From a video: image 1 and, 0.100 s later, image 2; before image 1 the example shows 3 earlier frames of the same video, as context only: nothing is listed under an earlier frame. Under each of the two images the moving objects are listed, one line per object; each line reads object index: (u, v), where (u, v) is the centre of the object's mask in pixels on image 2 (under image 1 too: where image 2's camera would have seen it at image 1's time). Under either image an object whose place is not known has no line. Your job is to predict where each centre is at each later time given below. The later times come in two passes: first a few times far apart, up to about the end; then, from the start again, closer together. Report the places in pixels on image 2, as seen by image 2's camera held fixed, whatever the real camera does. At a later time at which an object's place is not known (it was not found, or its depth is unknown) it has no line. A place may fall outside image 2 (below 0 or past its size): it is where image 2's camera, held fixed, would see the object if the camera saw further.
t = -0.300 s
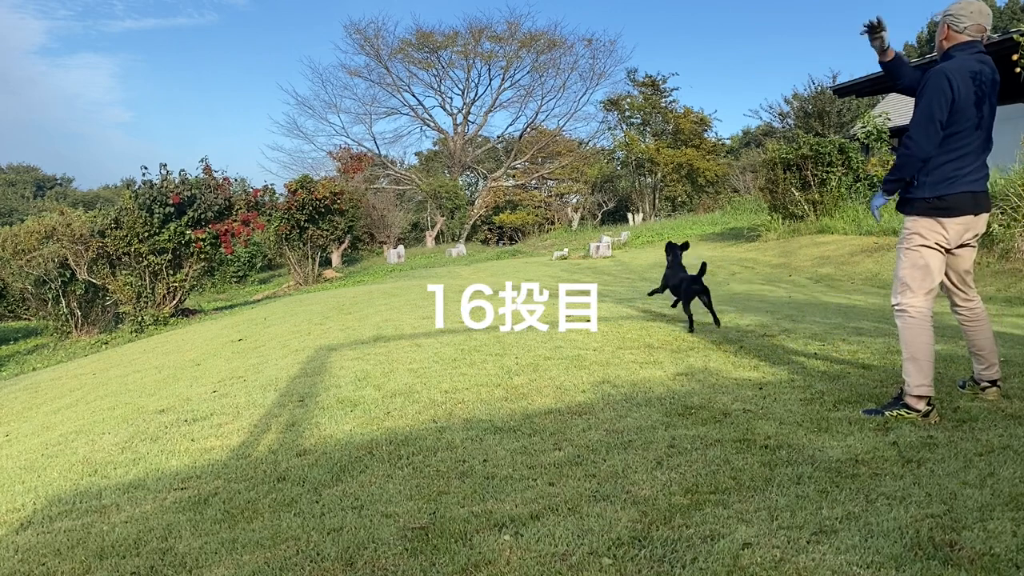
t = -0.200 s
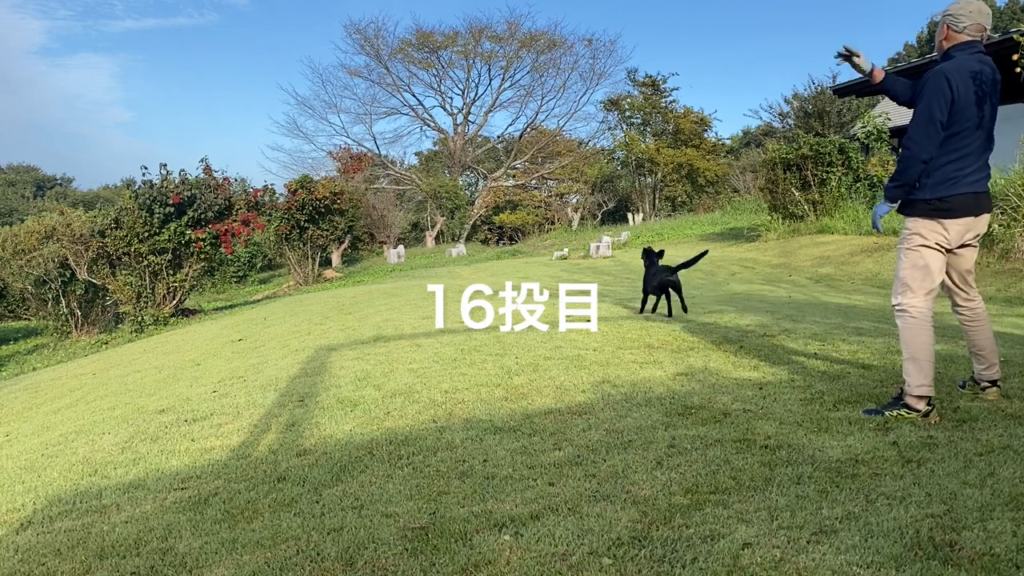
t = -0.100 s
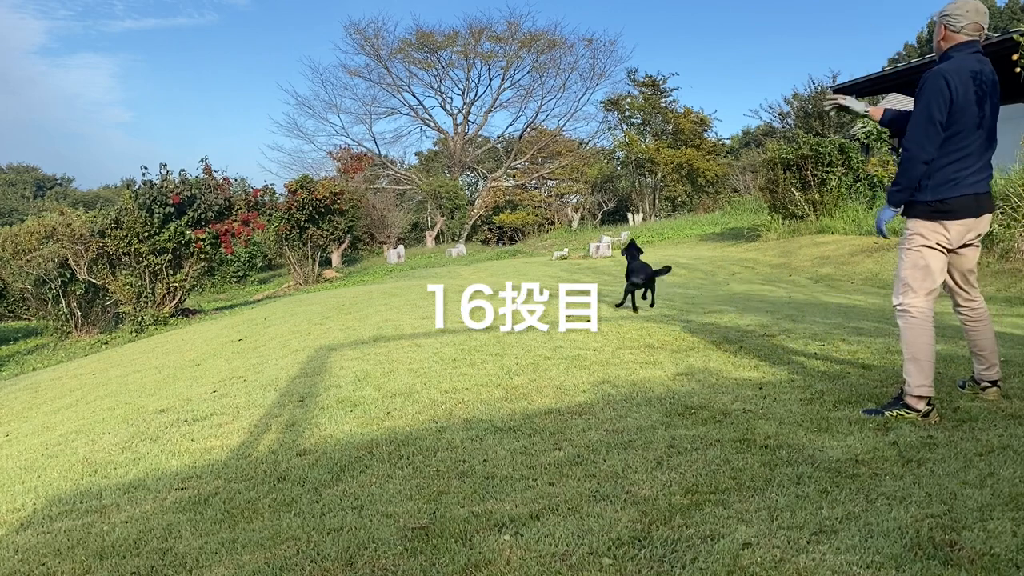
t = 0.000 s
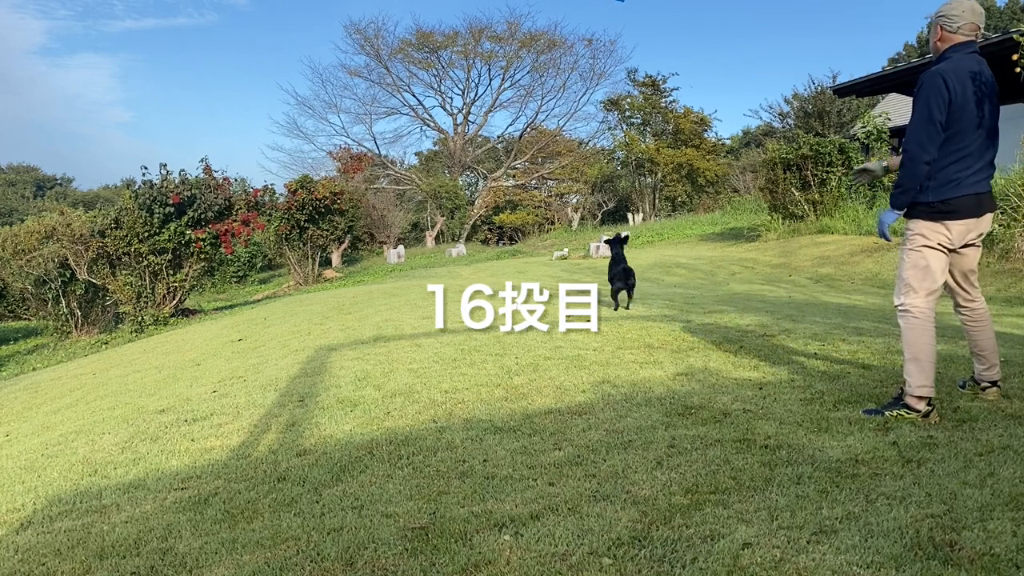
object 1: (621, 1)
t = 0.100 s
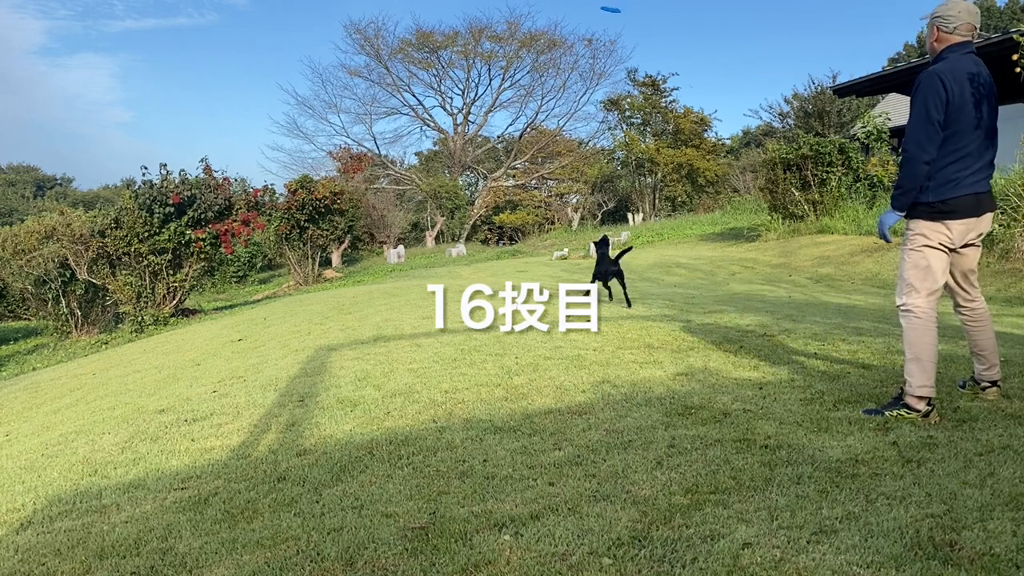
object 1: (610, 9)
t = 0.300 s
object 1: (608, 38)
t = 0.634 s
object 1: (612, 92)
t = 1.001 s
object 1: (614, 157)
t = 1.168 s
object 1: (611, 190)
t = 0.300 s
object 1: (608, 38)
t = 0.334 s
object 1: (608, 43)
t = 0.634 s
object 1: (612, 92)
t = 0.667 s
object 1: (612, 96)
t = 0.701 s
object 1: (613, 102)
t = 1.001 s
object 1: (614, 157)
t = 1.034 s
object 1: (613, 163)
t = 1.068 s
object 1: (613, 169)
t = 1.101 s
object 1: (612, 176)
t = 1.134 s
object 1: (612, 183)
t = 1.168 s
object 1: (611, 190)
